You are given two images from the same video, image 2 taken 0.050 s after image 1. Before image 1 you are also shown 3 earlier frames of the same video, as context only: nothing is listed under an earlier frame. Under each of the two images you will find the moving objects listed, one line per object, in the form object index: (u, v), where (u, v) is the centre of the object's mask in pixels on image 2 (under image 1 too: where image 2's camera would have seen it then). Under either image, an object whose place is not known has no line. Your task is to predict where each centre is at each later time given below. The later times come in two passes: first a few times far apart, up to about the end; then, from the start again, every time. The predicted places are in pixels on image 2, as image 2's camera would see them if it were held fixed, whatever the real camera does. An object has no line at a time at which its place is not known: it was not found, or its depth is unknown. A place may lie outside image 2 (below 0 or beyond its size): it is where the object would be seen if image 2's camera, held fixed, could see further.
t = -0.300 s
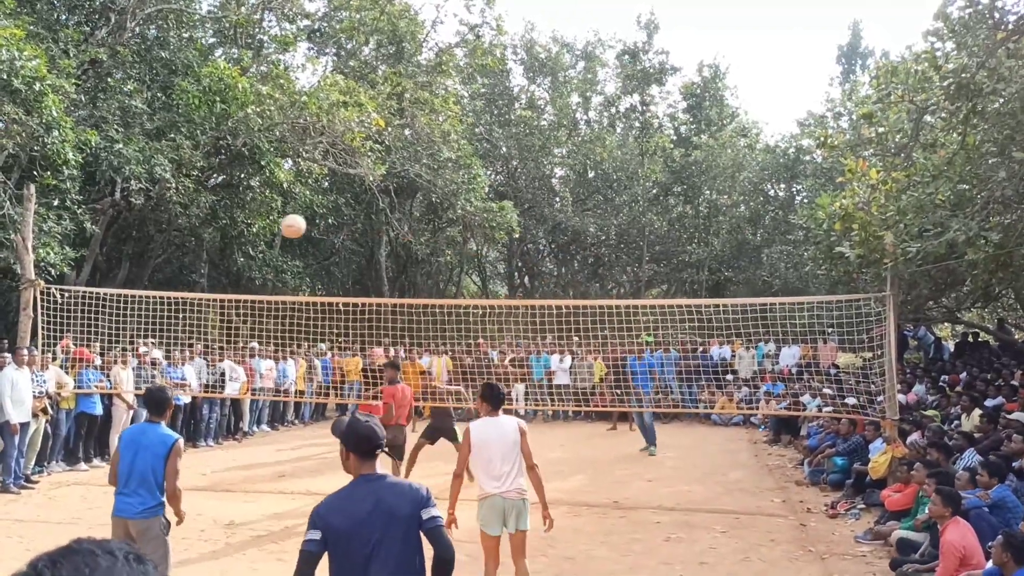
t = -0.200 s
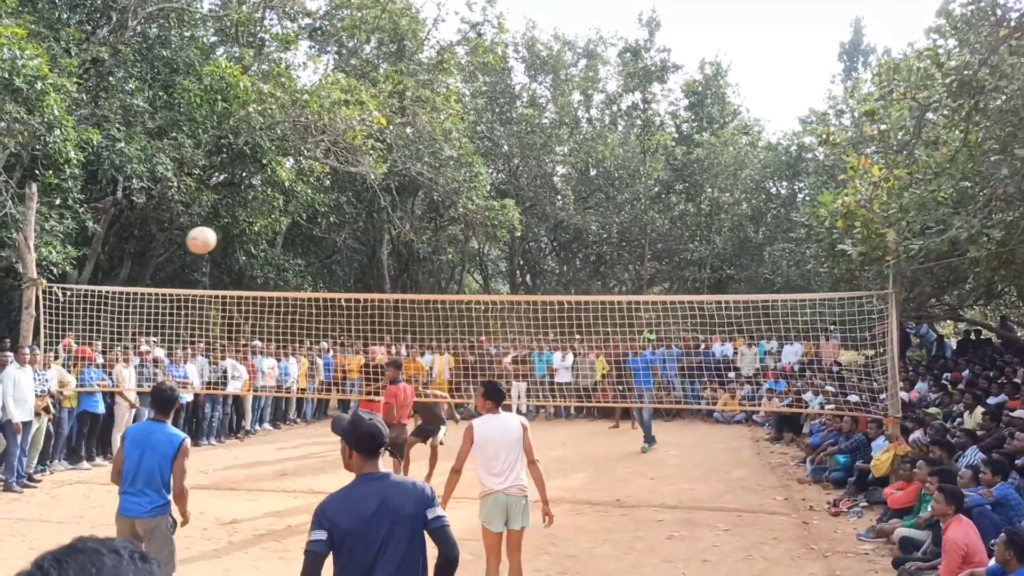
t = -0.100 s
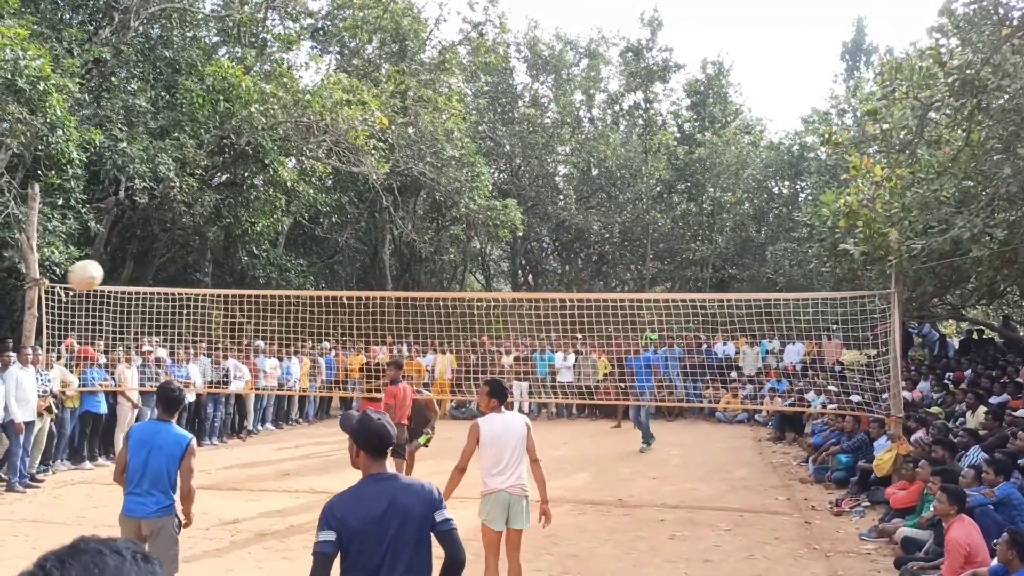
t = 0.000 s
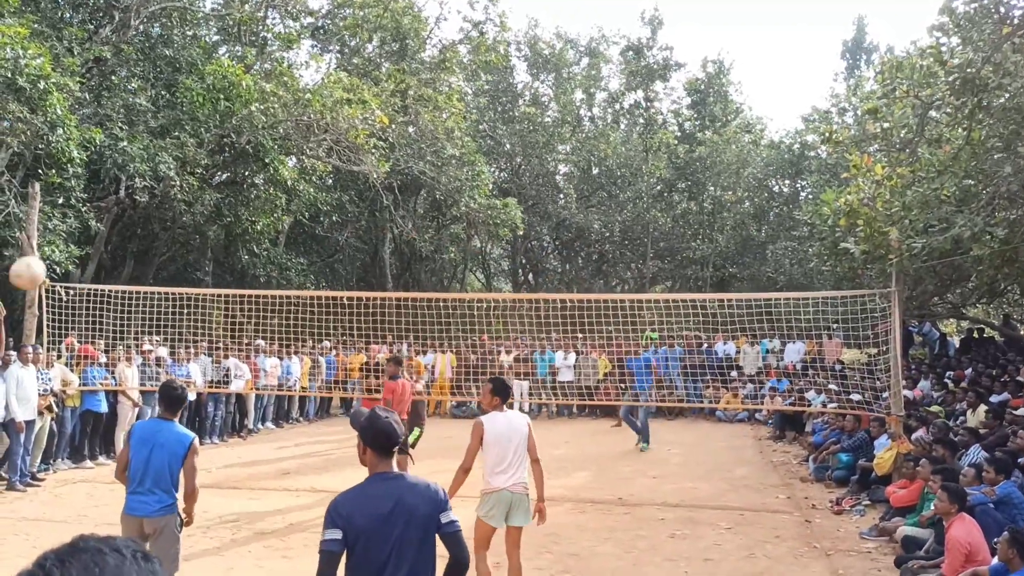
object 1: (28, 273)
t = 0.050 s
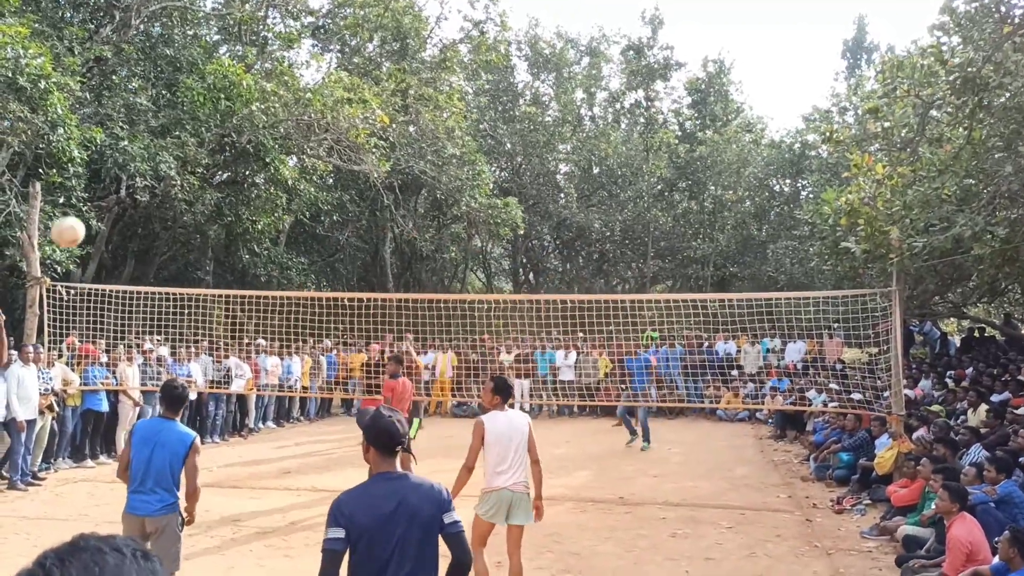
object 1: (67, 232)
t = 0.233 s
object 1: (184, 139)
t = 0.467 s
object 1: (284, 104)
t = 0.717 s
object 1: (361, 126)
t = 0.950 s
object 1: (416, 184)
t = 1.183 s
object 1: (460, 264)
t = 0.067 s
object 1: (80, 221)
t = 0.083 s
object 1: (92, 210)
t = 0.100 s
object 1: (103, 200)
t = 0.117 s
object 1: (115, 190)
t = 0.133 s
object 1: (126, 181)
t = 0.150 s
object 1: (136, 173)
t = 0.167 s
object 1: (146, 165)
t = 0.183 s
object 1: (156, 158)
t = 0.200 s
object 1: (166, 151)
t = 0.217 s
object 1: (175, 145)
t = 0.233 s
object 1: (184, 139)
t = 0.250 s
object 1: (192, 134)
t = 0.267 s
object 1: (200, 129)
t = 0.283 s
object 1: (208, 124)
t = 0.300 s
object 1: (216, 121)
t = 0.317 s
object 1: (224, 118)
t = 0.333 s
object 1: (232, 115)
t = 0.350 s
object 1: (239, 112)
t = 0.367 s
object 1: (246, 110)
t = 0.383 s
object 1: (252, 108)
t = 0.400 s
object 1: (259, 107)
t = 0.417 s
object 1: (266, 106)
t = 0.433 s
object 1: (272, 105)
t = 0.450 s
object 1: (279, 104)
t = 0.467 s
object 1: (284, 104)
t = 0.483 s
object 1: (290, 104)
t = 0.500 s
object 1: (296, 104)
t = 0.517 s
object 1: (302, 104)
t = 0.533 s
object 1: (307, 105)
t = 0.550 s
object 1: (312, 105)
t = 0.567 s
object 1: (317, 107)
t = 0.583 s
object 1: (323, 108)
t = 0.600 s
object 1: (328, 110)
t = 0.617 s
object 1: (333, 112)
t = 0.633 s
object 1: (338, 114)
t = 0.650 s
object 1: (342, 116)
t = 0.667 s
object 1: (346, 118)
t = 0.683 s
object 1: (352, 121)
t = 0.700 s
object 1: (356, 123)
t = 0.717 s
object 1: (361, 126)
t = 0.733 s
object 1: (365, 130)
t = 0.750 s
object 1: (370, 133)
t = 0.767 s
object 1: (374, 137)
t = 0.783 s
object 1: (378, 140)
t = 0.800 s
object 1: (381, 144)
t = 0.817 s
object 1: (387, 148)
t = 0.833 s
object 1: (390, 152)
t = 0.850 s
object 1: (394, 156)
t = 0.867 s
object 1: (397, 160)
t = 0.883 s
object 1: (401, 165)
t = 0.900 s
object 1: (405, 169)
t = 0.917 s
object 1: (408, 174)
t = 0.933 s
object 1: (412, 179)
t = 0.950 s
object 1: (416, 184)
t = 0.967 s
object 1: (419, 189)
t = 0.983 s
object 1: (423, 195)
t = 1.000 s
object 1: (426, 200)
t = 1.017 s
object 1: (429, 205)
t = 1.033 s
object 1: (432, 211)
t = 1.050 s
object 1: (436, 216)
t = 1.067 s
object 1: (440, 222)
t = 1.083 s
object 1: (442, 227)
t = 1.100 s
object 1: (445, 233)
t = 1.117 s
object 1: (449, 239)
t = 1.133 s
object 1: (451, 246)
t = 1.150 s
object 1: (454, 252)
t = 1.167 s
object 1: (458, 257)
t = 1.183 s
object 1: (460, 264)
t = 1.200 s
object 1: (463, 271)
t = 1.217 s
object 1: (466, 278)
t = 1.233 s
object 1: (468, 284)
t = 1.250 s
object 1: (472, 288)
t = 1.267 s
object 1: (473, 299)
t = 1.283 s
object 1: (477, 305)
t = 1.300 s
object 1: (480, 311)
